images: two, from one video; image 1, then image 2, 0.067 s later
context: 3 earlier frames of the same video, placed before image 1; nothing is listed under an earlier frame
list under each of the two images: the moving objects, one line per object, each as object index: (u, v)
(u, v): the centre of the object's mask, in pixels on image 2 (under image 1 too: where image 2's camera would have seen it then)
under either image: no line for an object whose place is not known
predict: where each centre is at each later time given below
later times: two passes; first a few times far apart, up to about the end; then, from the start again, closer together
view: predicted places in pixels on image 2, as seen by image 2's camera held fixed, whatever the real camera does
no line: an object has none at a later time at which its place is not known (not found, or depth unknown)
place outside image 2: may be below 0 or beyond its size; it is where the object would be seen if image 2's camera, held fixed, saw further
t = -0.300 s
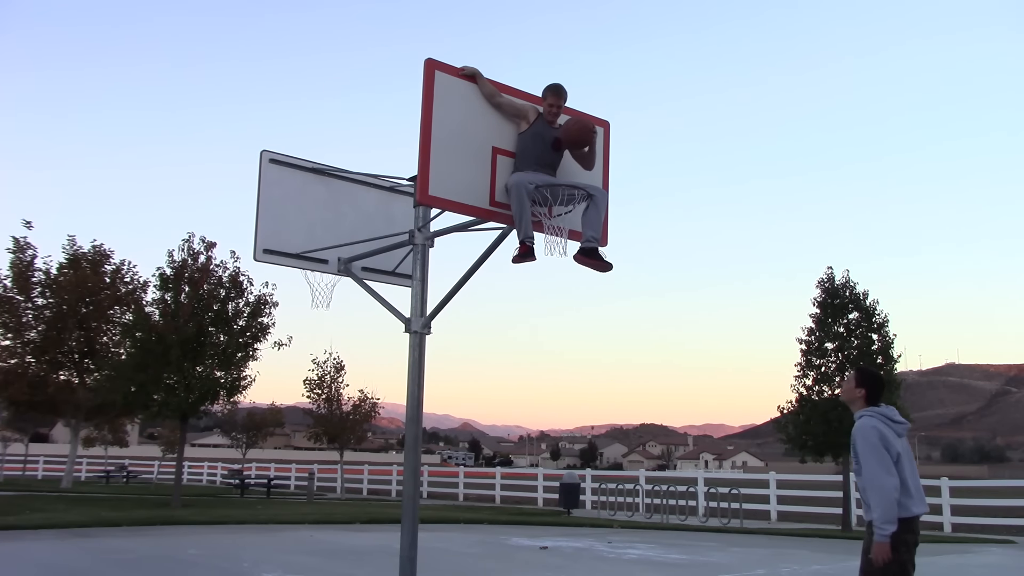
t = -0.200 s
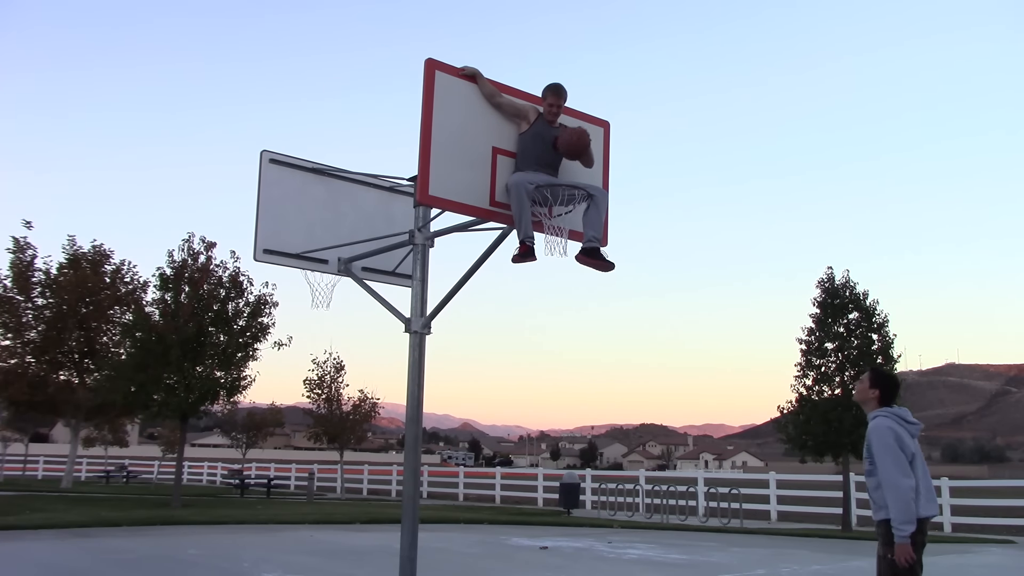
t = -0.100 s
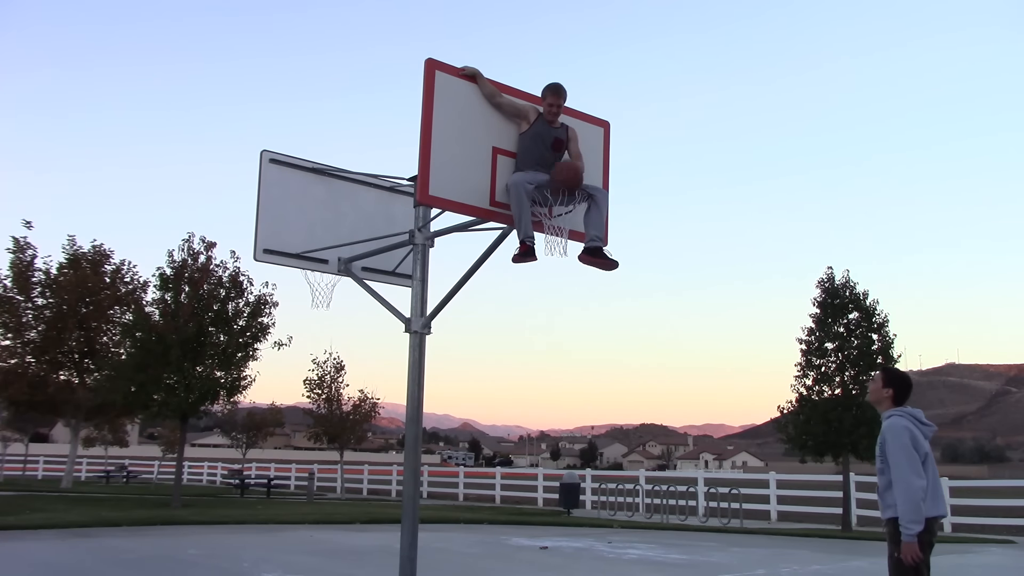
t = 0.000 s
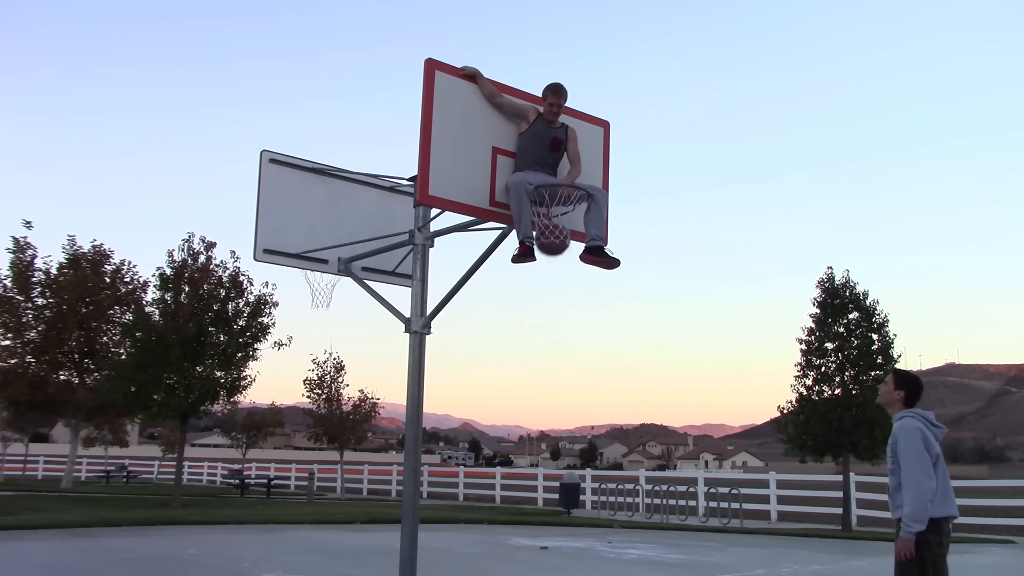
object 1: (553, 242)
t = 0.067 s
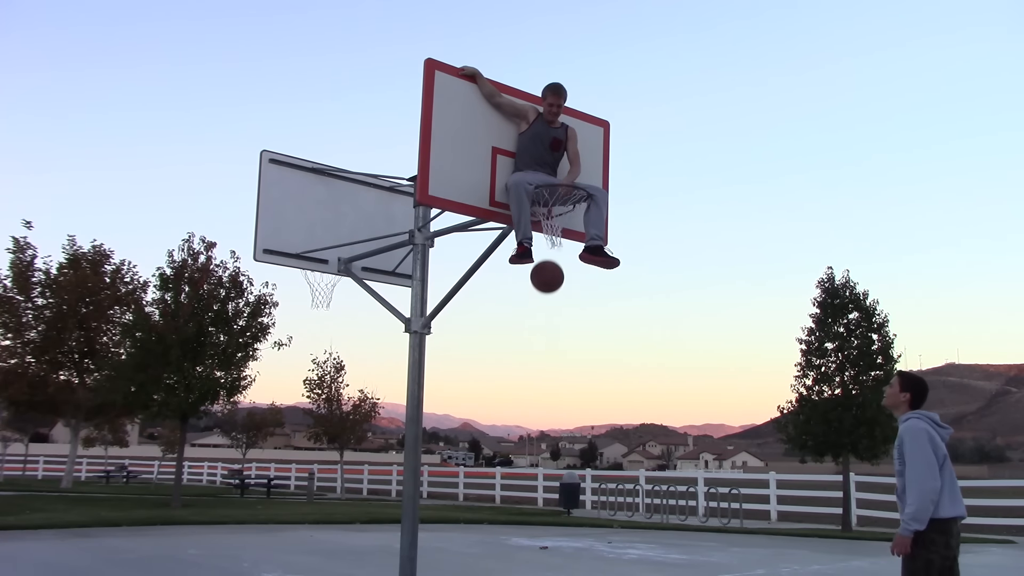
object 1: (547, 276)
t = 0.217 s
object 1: (541, 372)
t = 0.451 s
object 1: (532, 571)
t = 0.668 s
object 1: (543, 490)
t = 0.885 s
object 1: (557, 404)
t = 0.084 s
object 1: (546, 285)
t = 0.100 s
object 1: (546, 295)
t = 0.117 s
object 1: (545, 305)
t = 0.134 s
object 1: (545, 315)
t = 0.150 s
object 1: (544, 325)
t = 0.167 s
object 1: (543, 337)
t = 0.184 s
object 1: (543, 348)
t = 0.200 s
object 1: (542, 359)
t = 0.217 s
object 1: (541, 372)
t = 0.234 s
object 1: (541, 384)
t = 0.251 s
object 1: (540, 397)
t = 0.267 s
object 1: (540, 410)
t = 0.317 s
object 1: (538, 453)
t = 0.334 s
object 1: (537, 467)
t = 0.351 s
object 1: (536, 482)
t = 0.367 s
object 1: (536, 499)
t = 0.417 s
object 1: (533, 548)
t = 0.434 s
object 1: (533, 563)
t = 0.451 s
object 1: (532, 571)
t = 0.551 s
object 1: (536, 563)
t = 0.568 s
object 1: (537, 552)
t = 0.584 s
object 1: (538, 541)
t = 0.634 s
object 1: (541, 509)
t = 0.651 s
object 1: (542, 499)
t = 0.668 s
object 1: (543, 490)
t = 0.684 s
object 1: (544, 480)
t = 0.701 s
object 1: (546, 471)
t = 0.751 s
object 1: (549, 448)
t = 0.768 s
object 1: (550, 442)
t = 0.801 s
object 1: (552, 429)
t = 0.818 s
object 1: (553, 423)
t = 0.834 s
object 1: (554, 418)
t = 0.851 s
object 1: (555, 413)
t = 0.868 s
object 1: (556, 408)
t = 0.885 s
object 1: (557, 404)
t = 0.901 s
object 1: (558, 400)
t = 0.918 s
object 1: (559, 397)
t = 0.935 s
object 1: (560, 394)
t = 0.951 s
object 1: (561, 391)
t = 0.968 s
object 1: (562, 389)
